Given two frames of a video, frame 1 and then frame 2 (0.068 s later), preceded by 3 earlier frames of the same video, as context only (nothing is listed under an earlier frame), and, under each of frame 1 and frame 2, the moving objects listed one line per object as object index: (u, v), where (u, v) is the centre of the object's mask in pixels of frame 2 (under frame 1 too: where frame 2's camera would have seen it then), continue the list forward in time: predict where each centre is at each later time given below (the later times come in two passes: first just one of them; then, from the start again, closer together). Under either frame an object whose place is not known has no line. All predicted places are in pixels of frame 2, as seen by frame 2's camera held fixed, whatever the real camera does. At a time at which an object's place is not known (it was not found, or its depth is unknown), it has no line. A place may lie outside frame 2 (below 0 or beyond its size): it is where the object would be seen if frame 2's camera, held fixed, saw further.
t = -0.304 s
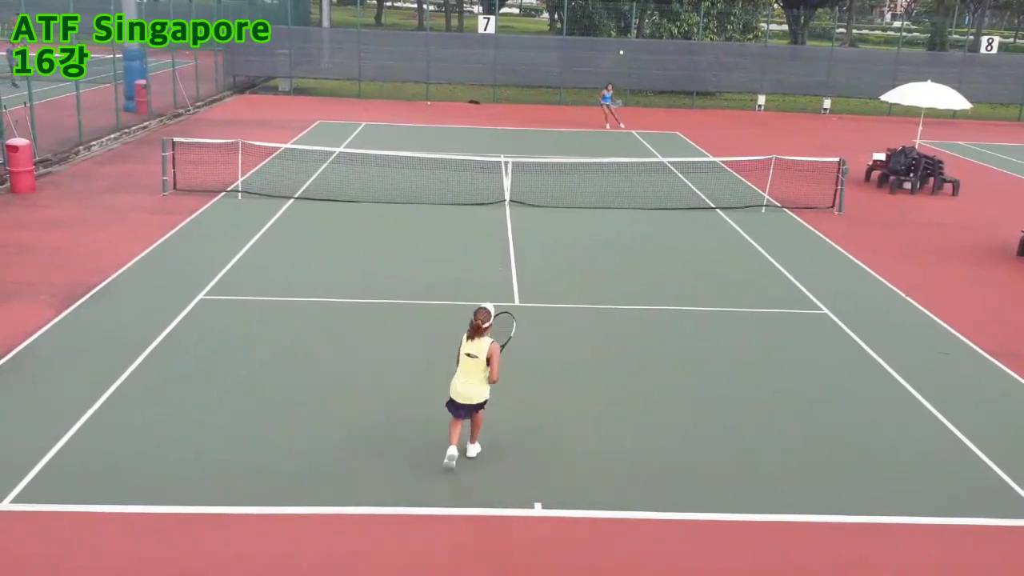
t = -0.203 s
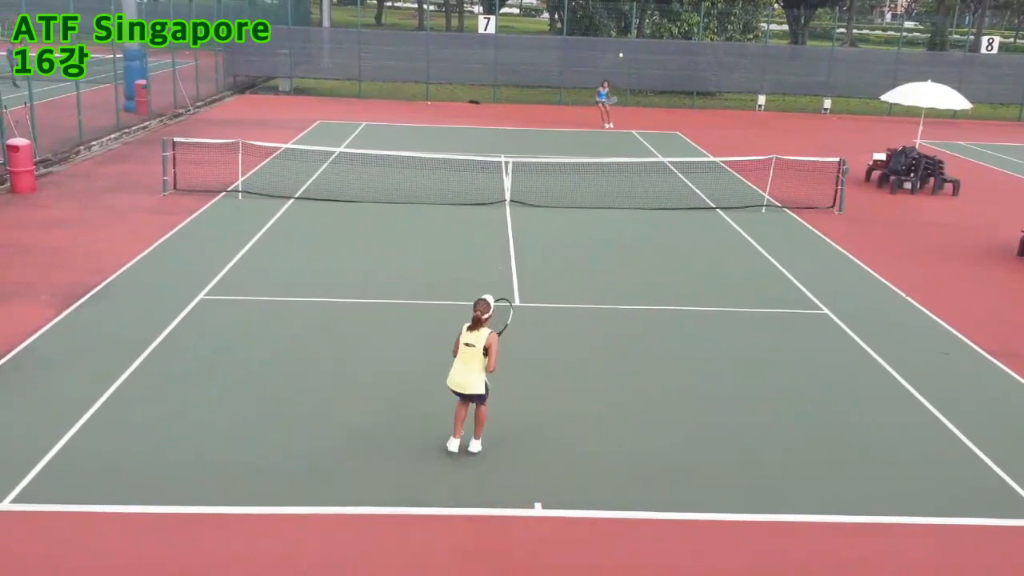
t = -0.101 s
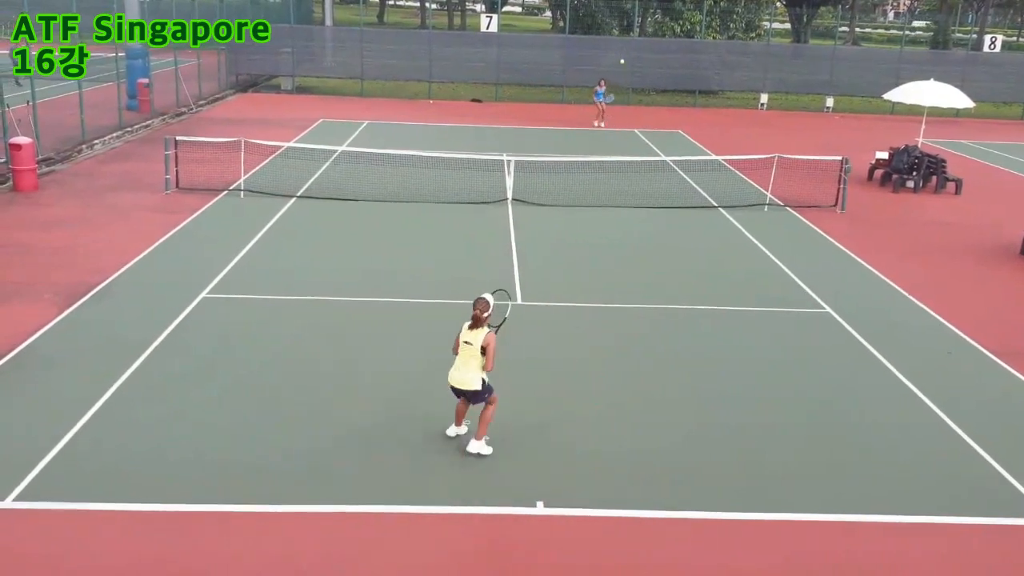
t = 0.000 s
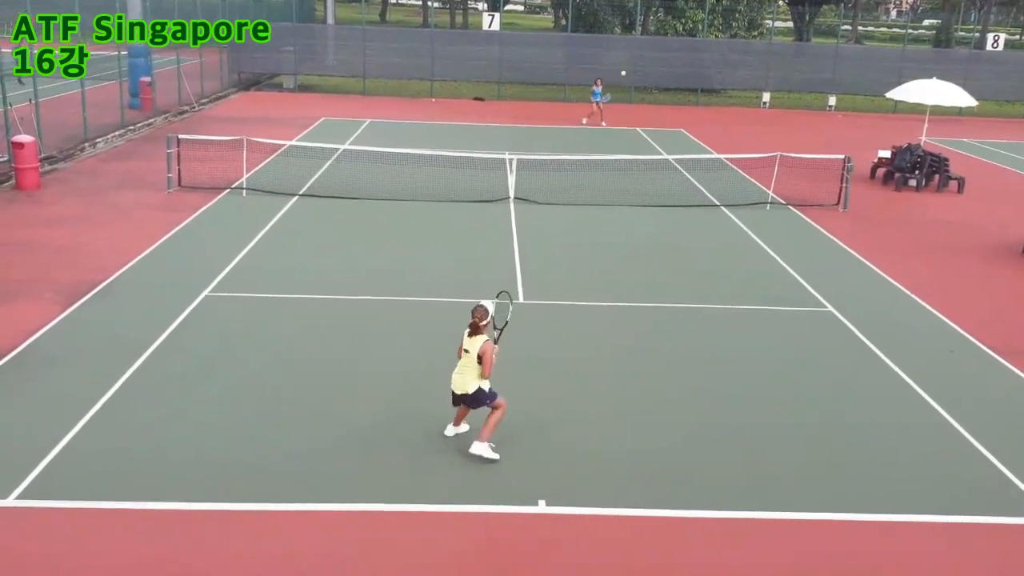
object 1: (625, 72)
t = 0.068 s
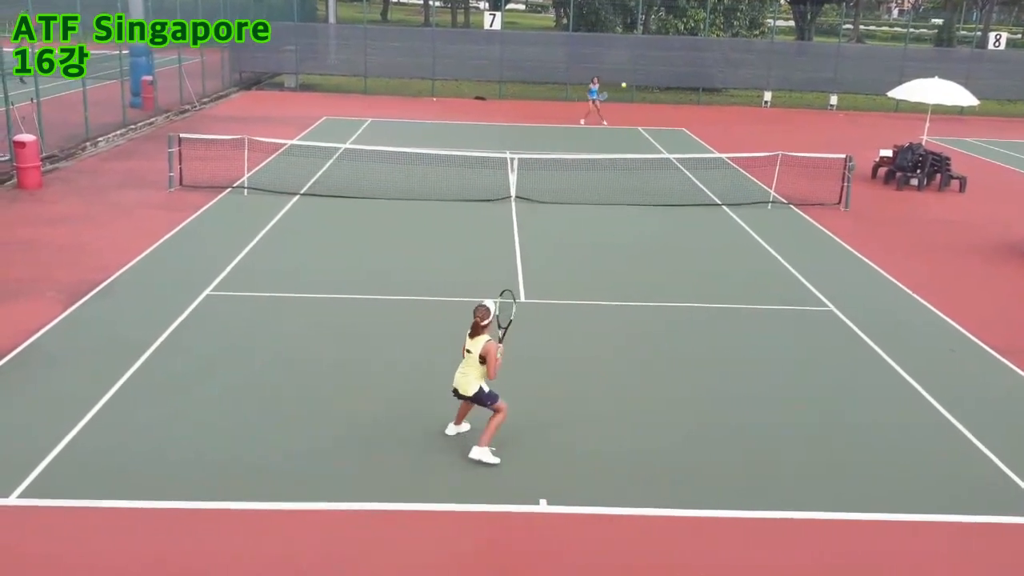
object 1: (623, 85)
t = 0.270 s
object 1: (620, 144)
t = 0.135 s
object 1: (622, 101)
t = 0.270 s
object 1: (620, 144)
